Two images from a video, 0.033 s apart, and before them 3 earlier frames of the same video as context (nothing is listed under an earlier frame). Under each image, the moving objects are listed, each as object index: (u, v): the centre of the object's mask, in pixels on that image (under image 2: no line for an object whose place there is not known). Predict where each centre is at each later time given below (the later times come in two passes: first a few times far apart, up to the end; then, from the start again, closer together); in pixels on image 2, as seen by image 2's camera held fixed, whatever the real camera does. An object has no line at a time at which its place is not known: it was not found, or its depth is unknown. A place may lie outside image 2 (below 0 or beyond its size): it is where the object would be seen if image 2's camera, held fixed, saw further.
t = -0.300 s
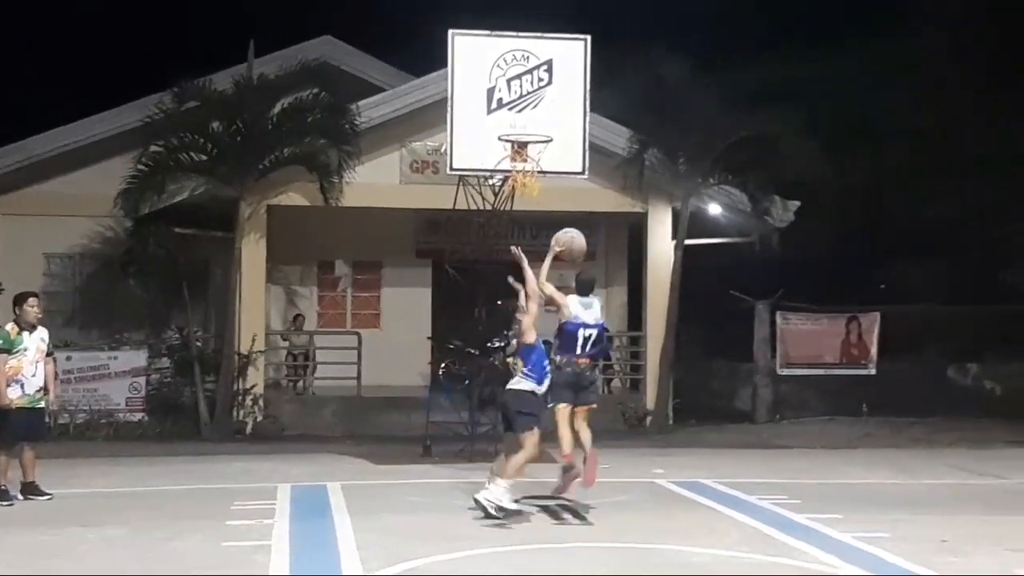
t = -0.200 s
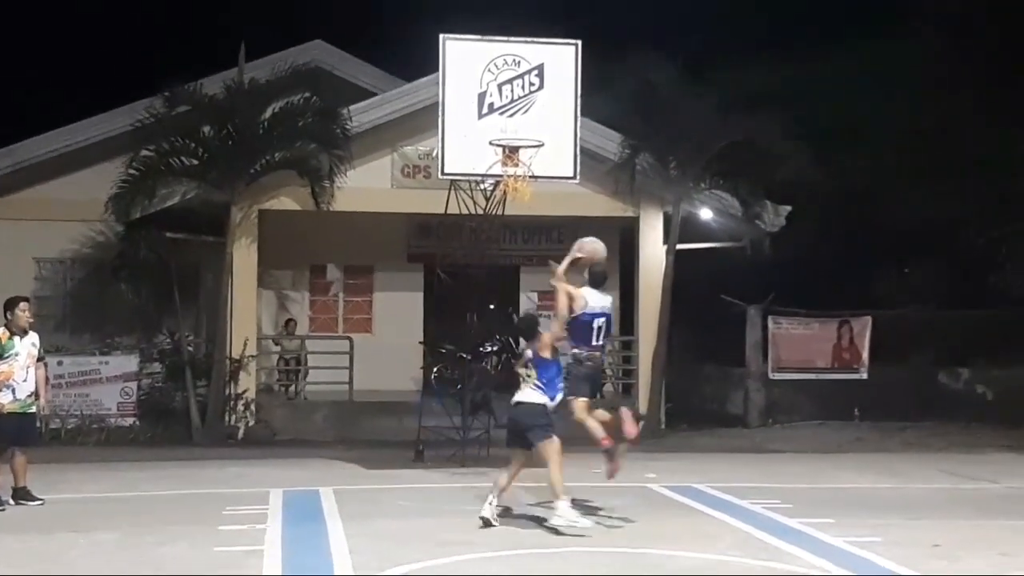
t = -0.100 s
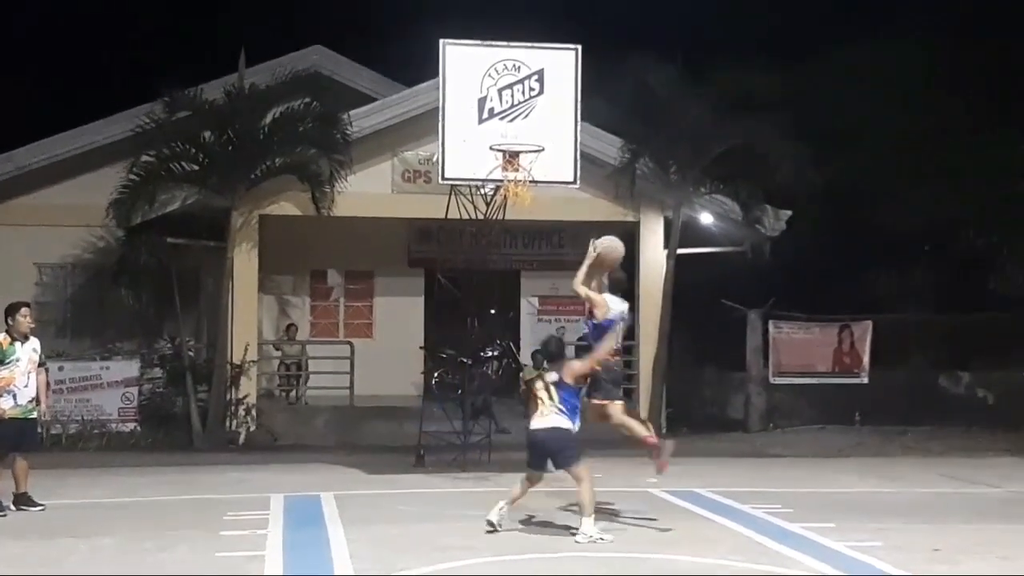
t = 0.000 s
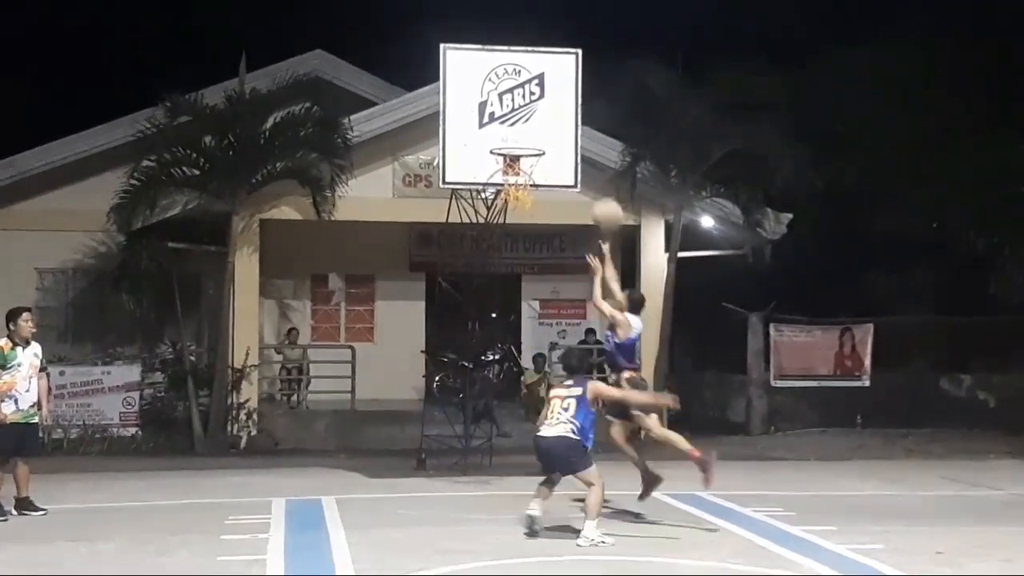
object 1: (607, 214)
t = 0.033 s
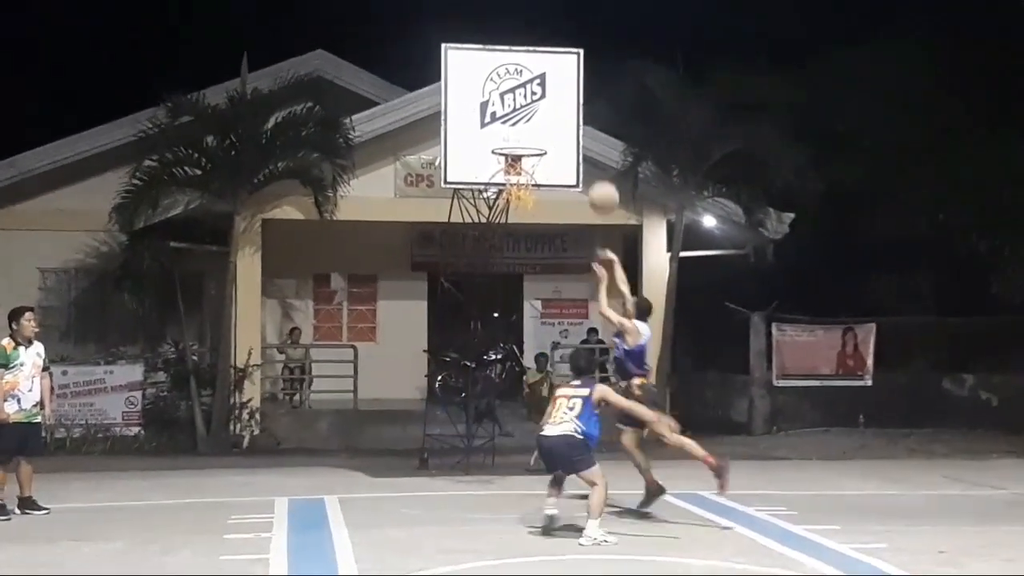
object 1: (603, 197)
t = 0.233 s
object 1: (569, 126)
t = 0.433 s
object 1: (537, 104)
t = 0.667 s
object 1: (500, 138)
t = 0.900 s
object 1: (530, 119)
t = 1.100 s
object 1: (555, 146)
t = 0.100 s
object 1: (594, 168)
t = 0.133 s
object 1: (588, 156)
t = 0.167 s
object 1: (582, 145)
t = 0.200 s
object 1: (575, 135)
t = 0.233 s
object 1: (569, 126)
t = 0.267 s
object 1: (563, 119)
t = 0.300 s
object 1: (559, 114)
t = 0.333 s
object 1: (553, 109)
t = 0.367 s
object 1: (548, 106)
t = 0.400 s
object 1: (542, 104)
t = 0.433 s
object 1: (537, 104)
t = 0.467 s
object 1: (532, 105)
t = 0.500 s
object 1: (527, 107)
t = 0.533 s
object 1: (522, 111)
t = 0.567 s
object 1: (517, 115)
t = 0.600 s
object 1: (511, 122)
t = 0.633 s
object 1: (506, 129)
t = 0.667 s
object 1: (500, 138)
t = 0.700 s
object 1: (503, 135)
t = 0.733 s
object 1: (508, 128)
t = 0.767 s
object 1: (513, 124)
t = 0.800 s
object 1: (517, 120)
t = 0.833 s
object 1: (520, 119)
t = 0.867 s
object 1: (525, 118)
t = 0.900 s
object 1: (530, 119)
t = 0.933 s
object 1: (535, 121)
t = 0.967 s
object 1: (538, 123)
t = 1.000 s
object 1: (542, 128)
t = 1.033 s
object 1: (547, 134)
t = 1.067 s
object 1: (551, 141)
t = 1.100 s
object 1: (555, 146)
